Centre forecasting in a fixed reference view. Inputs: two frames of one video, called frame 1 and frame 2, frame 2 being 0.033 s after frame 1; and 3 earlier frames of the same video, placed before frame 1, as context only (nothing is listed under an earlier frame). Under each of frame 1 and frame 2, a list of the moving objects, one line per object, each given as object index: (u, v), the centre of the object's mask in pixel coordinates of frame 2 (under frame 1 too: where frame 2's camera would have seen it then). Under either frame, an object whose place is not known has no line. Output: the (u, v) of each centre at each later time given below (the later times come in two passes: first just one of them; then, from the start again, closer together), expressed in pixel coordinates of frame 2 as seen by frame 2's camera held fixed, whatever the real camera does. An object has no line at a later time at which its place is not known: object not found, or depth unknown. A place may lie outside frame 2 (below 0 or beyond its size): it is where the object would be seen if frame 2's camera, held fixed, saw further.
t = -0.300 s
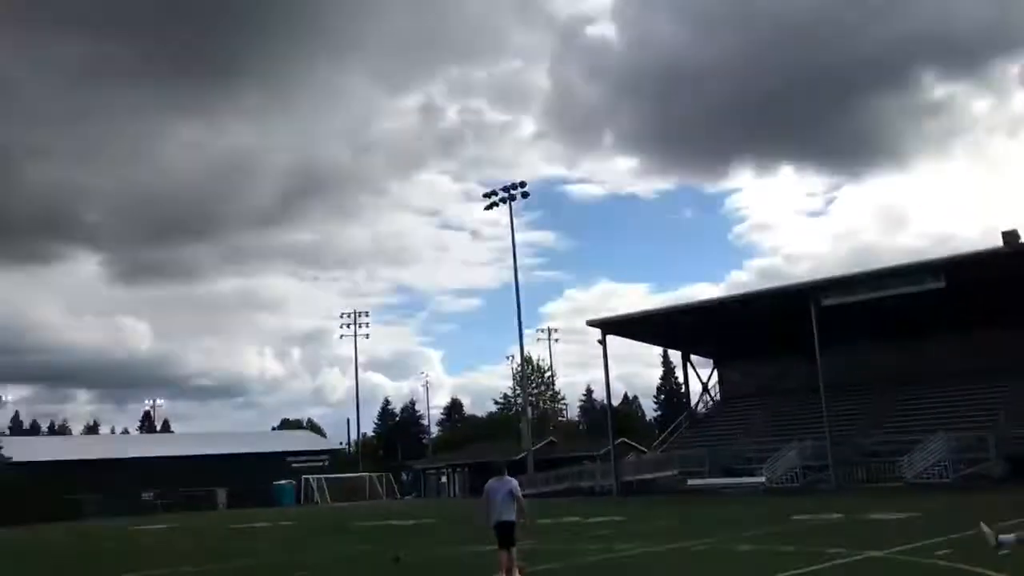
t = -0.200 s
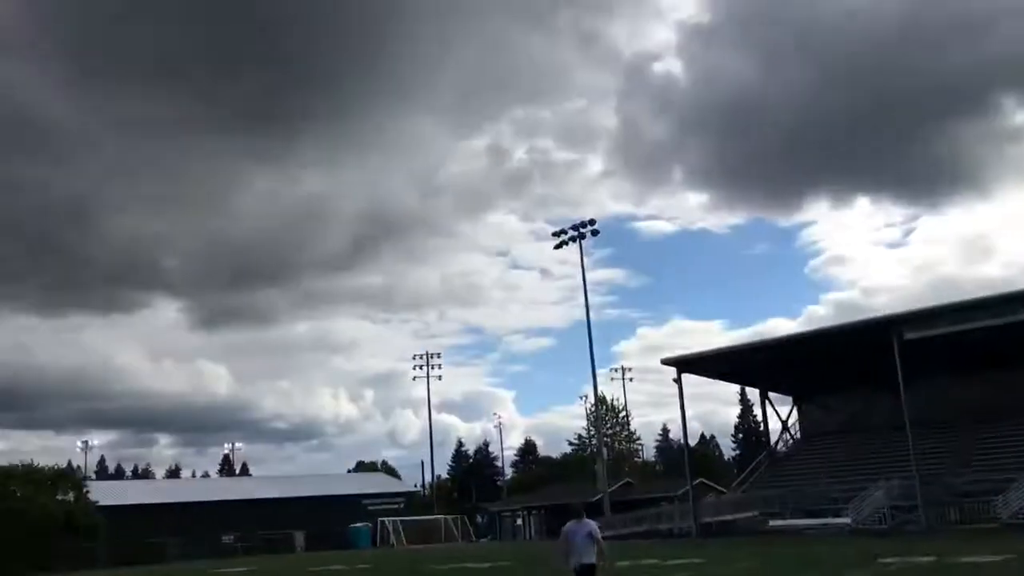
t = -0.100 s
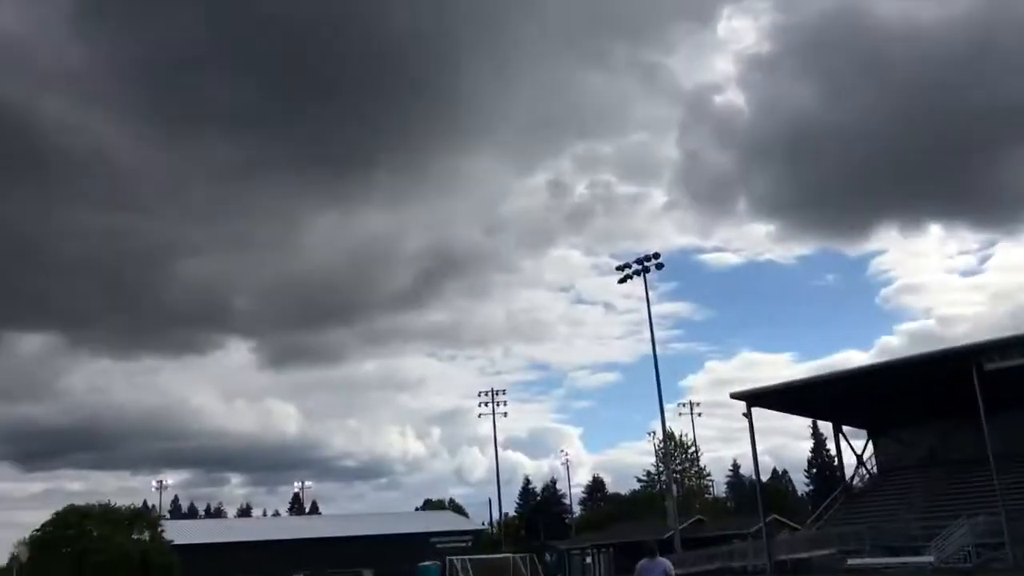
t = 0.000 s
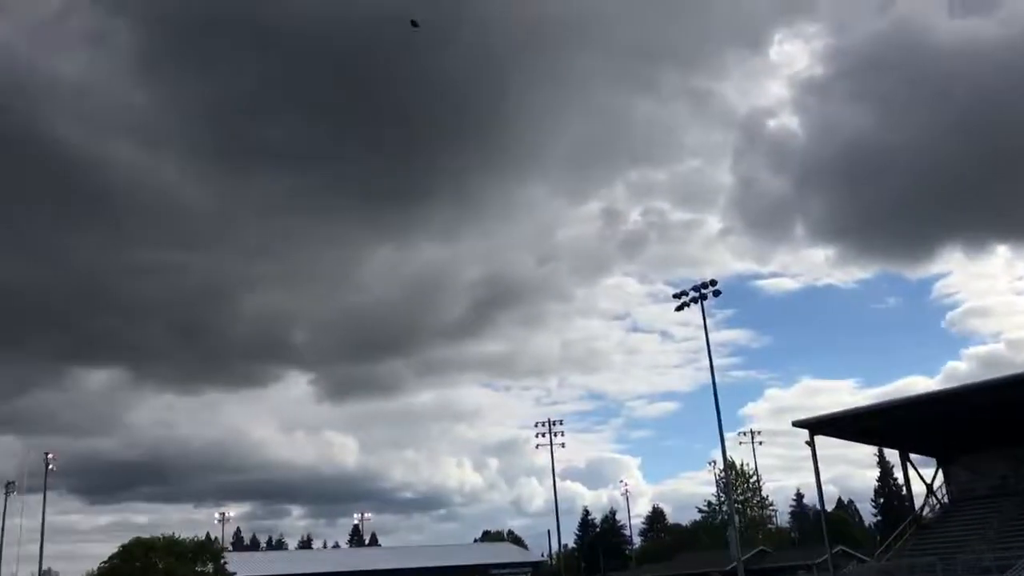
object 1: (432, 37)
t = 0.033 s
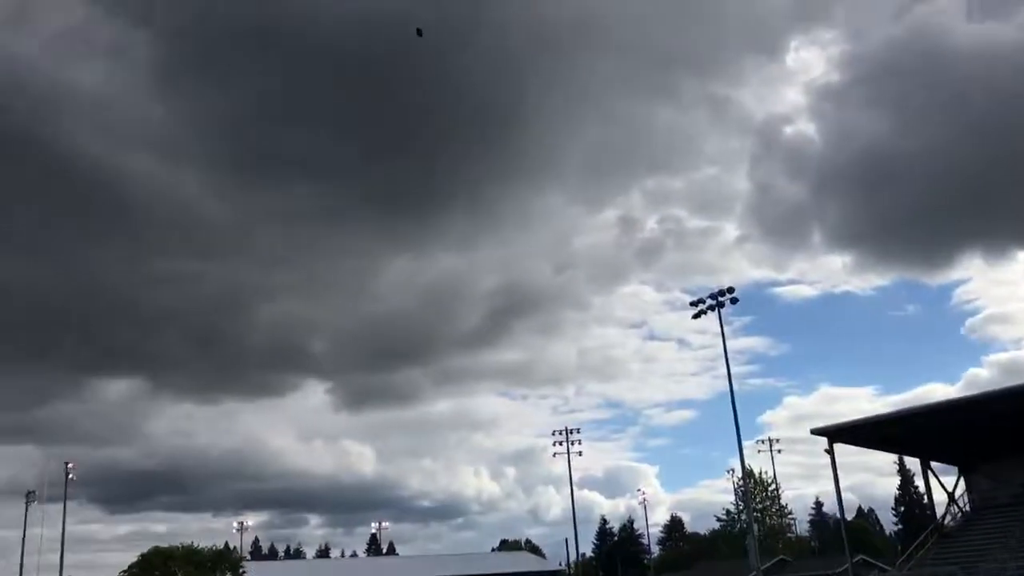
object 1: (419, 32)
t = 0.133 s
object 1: (389, 26)
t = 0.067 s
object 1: (409, 35)
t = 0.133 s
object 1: (389, 26)
